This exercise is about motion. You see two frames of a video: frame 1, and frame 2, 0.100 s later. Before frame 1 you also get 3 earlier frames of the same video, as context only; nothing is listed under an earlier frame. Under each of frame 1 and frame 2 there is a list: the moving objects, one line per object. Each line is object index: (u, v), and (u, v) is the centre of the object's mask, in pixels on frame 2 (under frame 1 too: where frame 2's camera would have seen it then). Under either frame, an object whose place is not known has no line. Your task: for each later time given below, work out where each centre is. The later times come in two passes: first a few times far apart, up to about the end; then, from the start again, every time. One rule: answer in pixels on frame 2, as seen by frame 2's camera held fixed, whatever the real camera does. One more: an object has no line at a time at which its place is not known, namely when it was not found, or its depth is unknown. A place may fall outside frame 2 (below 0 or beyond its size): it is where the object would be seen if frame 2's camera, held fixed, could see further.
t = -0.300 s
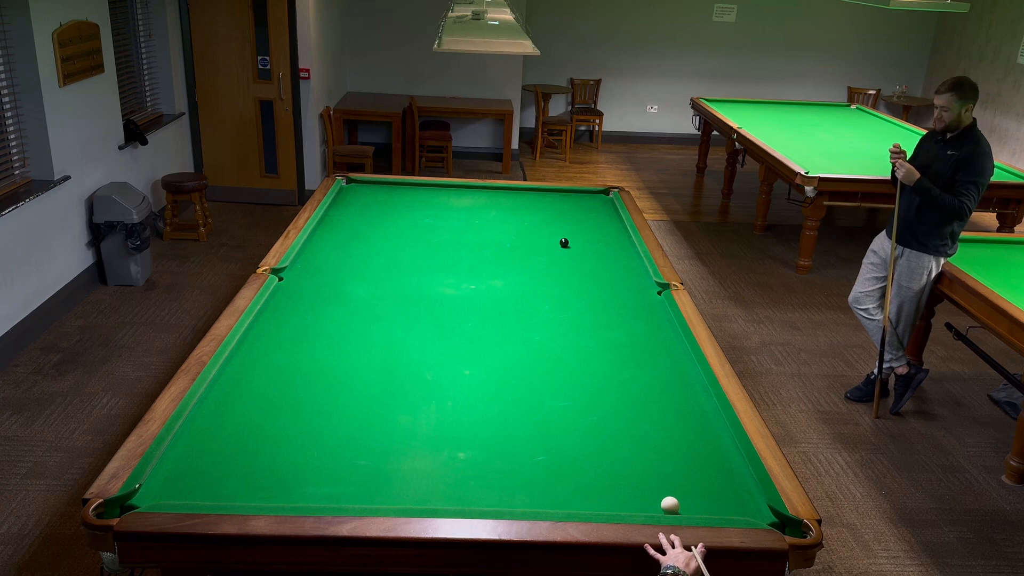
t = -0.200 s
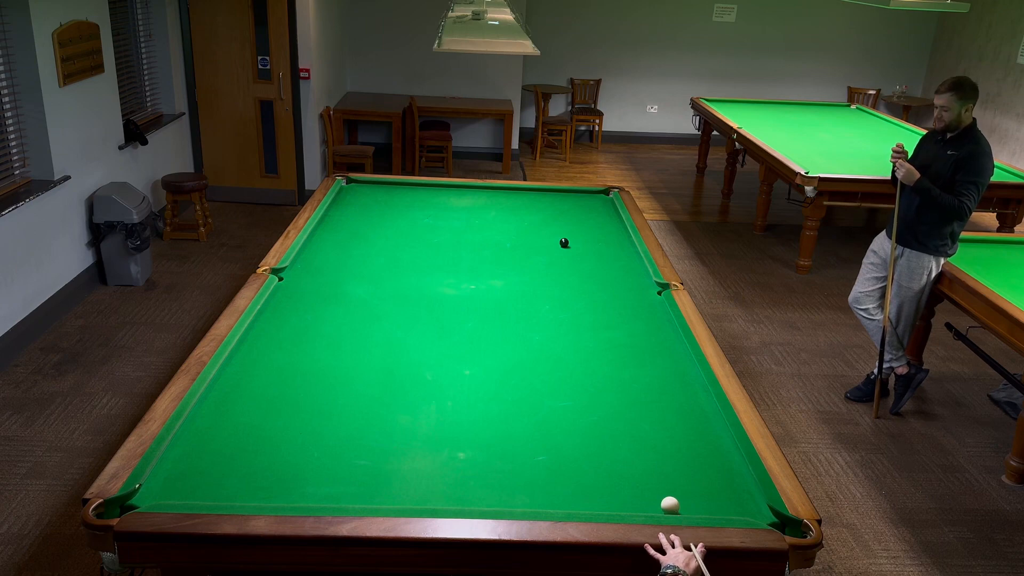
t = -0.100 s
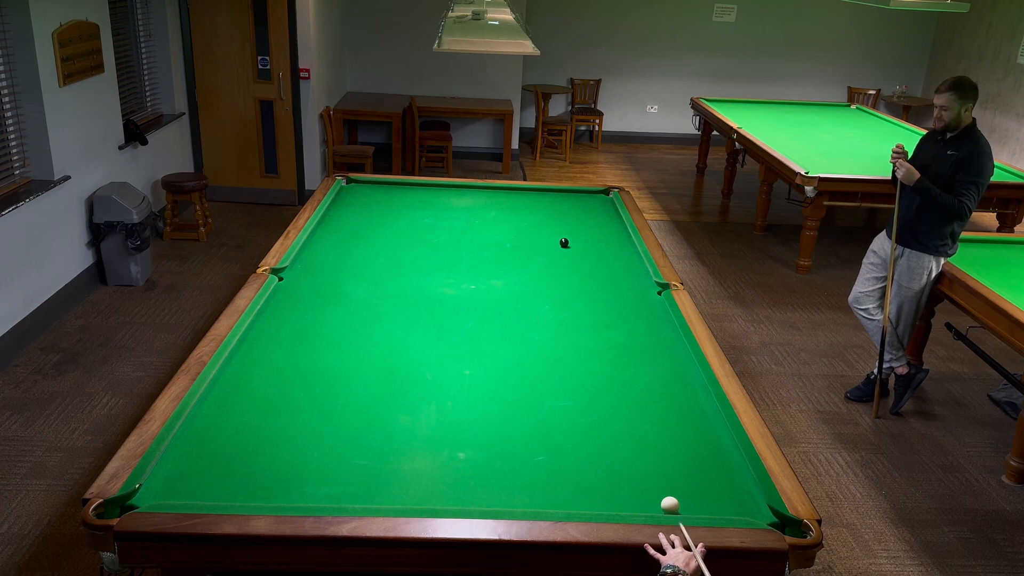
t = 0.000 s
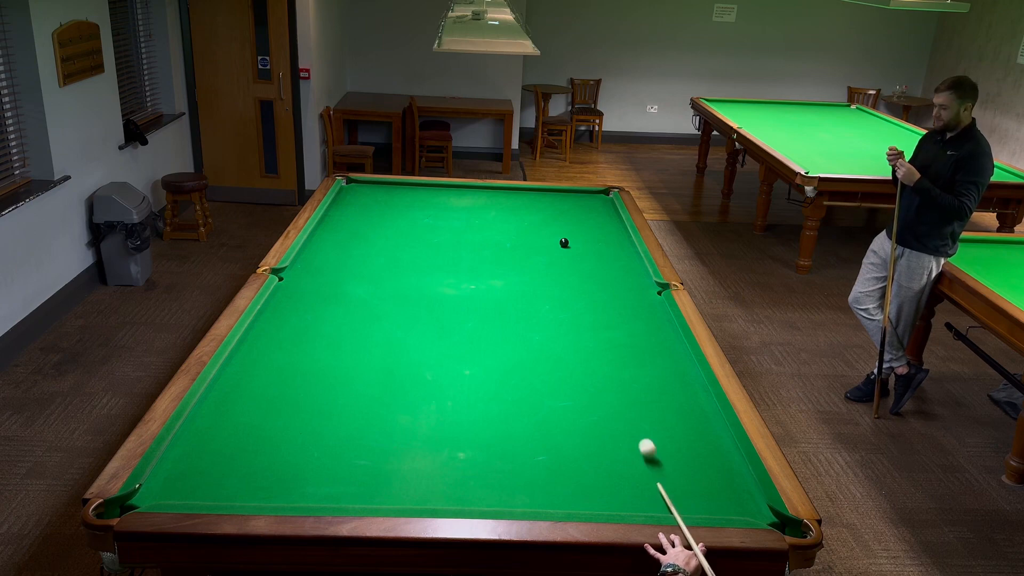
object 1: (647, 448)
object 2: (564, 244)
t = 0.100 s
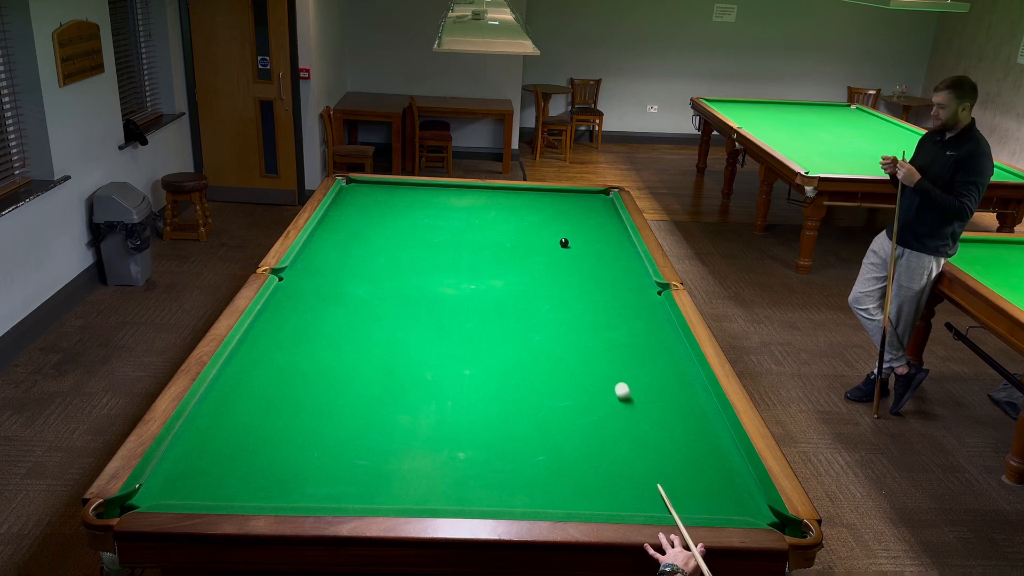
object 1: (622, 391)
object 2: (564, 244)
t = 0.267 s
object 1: (593, 322)
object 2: (564, 244)
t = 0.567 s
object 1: (555, 244)
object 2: (567, 240)
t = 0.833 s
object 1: (491, 227)
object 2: (601, 211)
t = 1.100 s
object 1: (442, 207)
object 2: (595, 193)
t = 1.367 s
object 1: (399, 189)
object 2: (574, 203)
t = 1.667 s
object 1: (352, 189)
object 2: (549, 216)
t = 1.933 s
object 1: (359, 201)
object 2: (526, 229)
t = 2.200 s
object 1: (384, 214)
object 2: (500, 243)
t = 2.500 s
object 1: (414, 229)
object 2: (468, 260)
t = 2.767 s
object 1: (442, 244)
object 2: (438, 276)
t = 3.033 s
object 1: (470, 258)
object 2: (407, 293)
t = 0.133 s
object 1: (616, 375)
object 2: (564, 244)
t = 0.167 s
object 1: (609, 360)
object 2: (564, 244)
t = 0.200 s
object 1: (603, 346)
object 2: (564, 244)
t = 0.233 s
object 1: (598, 333)
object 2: (564, 244)
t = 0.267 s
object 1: (593, 322)
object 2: (564, 244)
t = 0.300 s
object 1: (588, 310)
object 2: (564, 244)
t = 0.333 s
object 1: (584, 300)
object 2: (564, 244)
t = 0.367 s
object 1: (579, 290)
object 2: (564, 244)
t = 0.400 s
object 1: (576, 280)
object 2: (564, 244)
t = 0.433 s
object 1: (572, 271)
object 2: (564, 244)
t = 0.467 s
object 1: (568, 263)
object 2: (564, 244)
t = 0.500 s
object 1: (565, 255)
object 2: (564, 243)
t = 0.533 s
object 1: (562, 248)
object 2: (565, 242)
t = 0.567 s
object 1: (555, 244)
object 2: (567, 240)
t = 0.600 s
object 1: (546, 242)
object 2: (573, 236)
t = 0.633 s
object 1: (537, 240)
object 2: (578, 232)
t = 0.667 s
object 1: (528, 239)
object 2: (583, 228)
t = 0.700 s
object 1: (520, 236)
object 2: (587, 224)
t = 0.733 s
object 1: (512, 234)
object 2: (591, 221)
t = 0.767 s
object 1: (505, 232)
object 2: (595, 217)
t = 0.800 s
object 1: (498, 229)
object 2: (598, 214)
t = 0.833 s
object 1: (491, 227)
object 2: (601, 211)
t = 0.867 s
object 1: (484, 224)
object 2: (604, 209)
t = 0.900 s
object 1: (478, 221)
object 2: (607, 206)
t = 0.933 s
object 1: (472, 219)
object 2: (610, 204)
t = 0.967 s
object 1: (465, 216)
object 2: (610, 202)
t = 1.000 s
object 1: (459, 214)
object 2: (605, 200)
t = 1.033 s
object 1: (453, 211)
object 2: (602, 198)
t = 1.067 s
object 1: (447, 209)
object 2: (598, 196)
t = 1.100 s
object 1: (442, 207)
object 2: (595, 193)
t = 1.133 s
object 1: (436, 204)
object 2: (592, 192)
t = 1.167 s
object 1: (430, 202)
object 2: (590, 193)
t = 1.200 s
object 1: (425, 200)
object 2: (587, 196)
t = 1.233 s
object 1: (419, 198)
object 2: (584, 197)
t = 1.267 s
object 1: (414, 195)
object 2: (582, 199)
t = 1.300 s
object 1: (409, 193)
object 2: (579, 200)
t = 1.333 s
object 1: (404, 191)
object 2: (576, 201)
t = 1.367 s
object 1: (399, 189)
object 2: (574, 203)
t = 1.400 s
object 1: (394, 187)
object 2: (571, 204)
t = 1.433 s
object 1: (389, 185)
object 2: (569, 206)
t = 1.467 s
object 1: (384, 183)
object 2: (566, 207)
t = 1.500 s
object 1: (379, 182)
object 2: (563, 209)
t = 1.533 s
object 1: (374, 184)
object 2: (560, 210)
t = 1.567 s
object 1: (369, 185)
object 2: (558, 212)
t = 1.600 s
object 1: (363, 187)
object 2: (555, 213)
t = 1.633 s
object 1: (358, 188)
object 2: (552, 215)
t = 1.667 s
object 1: (352, 189)
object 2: (549, 216)
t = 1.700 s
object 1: (347, 190)
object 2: (546, 218)
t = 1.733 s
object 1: (341, 191)
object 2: (544, 219)
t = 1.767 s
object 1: (344, 193)
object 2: (541, 221)
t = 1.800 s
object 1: (347, 195)
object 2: (538, 223)
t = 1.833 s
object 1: (351, 196)
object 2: (535, 224)
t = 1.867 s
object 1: (353, 198)
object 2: (532, 226)
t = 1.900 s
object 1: (356, 199)
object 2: (529, 228)
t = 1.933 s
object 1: (359, 201)
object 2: (526, 229)
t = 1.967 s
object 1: (362, 202)
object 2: (522, 231)
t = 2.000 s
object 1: (365, 204)
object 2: (519, 233)
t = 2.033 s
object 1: (369, 206)
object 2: (516, 234)
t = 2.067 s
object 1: (372, 207)
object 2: (513, 236)
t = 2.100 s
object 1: (375, 209)
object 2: (510, 238)
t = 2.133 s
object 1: (378, 211)
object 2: (506, 239)
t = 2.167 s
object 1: (381, 212)
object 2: (503, 241)
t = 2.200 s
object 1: (384, 214)
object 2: (500, 243)
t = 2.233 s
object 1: (387, 215)
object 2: (496, 245)
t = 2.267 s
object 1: (390, 217)
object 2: (493, 246)
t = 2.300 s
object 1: (394, 219)
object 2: (490, 248)
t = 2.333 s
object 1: (397, 221)
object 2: (486, 250)
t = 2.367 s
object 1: (400, 222)
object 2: (483, 252)
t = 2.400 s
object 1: (404, 224)
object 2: (479, 254)
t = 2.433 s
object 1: (407, 226)
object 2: (476, 256)
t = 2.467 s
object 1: (410, 227)
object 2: (472, 258)
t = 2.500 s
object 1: (414, 229)
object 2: (468, 260)
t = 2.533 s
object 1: (417, 231)
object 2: (465, 262)
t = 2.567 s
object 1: (421, 233)
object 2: (461, 264)
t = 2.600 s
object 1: (424, 234)
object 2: (457, 266)
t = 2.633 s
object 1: (428, 236)
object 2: (453, 268)
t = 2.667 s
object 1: (431, 238)
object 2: (450, 270)
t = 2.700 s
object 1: (435, 240)
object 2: (446, 272)
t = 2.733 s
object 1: (438, 242)
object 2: (442, 274)
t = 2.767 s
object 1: (442, 244)
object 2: (438, 276)
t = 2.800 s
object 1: (445, 246)
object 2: (434, 278)
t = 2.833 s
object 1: (449, 247)
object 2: (430, 280)
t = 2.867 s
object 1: (453, 249)
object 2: (426, 283)
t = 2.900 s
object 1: (456, 251)
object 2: (421, 285)
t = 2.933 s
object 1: (460, 253)
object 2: (417, 287)
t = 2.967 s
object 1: (464, 255)
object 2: (413, 289)
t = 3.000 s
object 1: (466, 256)
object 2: (411, 290)
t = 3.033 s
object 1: (470, 258)
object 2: (407, 293)
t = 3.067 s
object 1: (474, 260)
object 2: (402, 295)
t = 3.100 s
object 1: (477, 262)
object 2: (398, 297)
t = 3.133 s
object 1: (481, 264)
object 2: (393, 300)
